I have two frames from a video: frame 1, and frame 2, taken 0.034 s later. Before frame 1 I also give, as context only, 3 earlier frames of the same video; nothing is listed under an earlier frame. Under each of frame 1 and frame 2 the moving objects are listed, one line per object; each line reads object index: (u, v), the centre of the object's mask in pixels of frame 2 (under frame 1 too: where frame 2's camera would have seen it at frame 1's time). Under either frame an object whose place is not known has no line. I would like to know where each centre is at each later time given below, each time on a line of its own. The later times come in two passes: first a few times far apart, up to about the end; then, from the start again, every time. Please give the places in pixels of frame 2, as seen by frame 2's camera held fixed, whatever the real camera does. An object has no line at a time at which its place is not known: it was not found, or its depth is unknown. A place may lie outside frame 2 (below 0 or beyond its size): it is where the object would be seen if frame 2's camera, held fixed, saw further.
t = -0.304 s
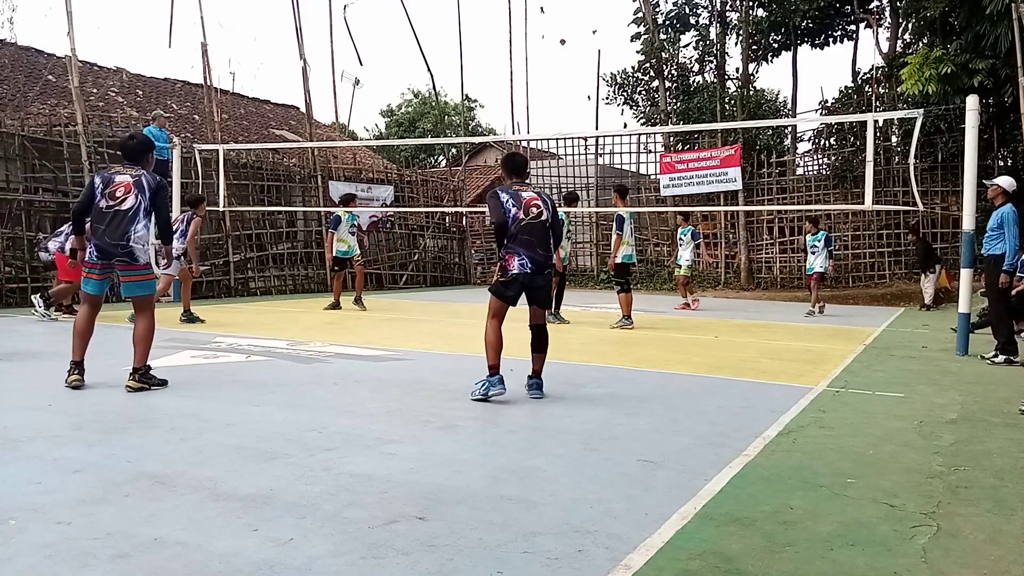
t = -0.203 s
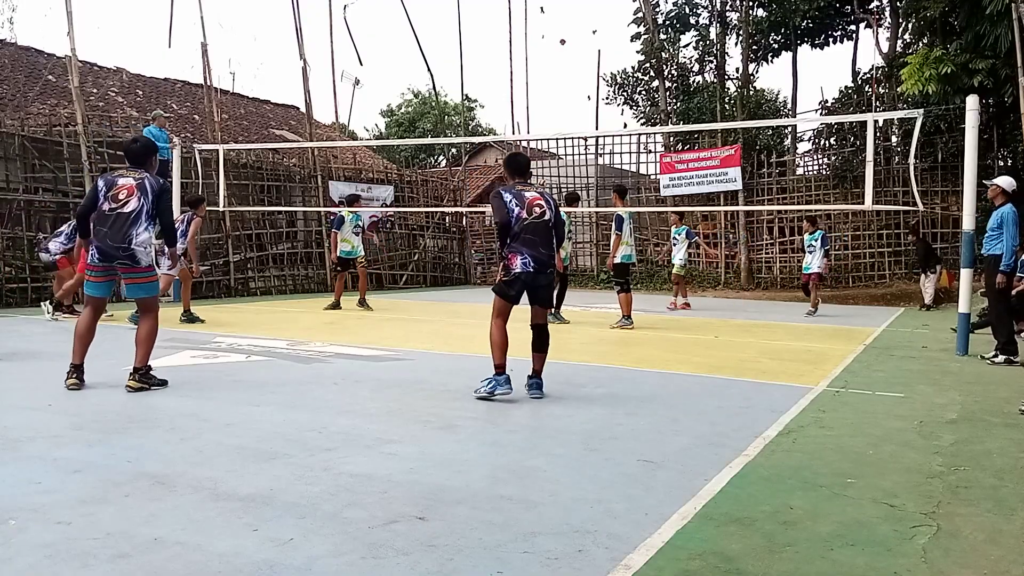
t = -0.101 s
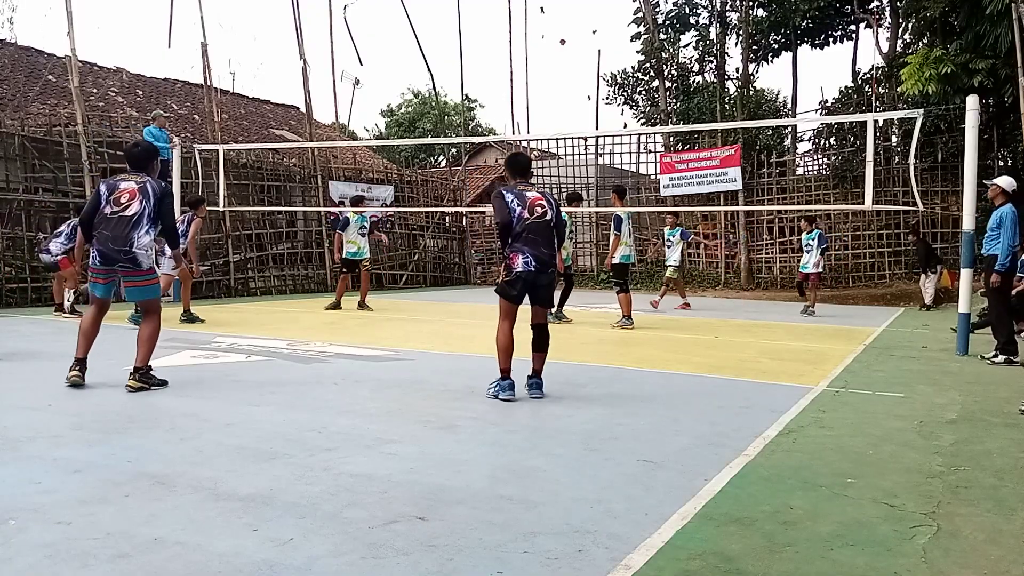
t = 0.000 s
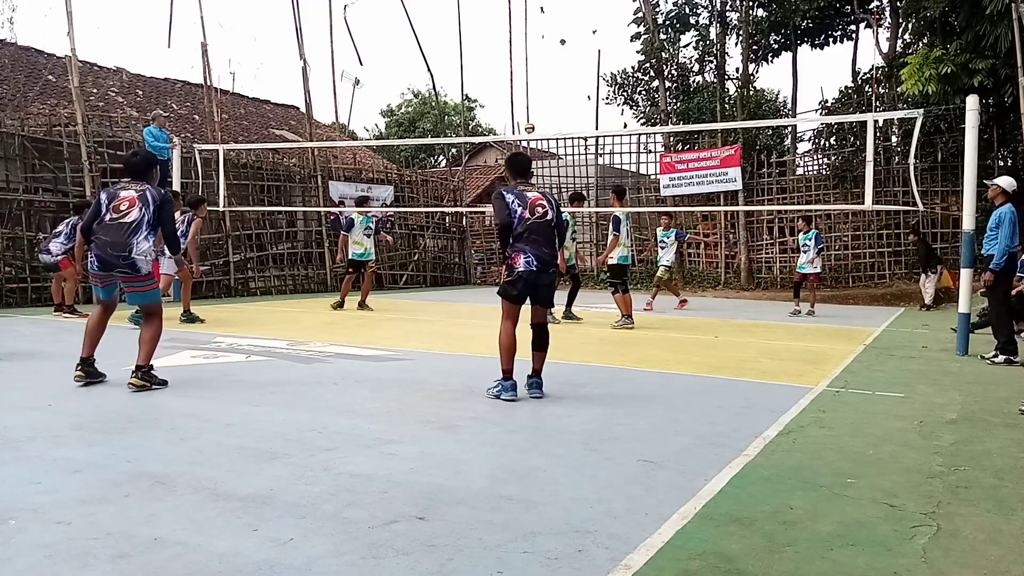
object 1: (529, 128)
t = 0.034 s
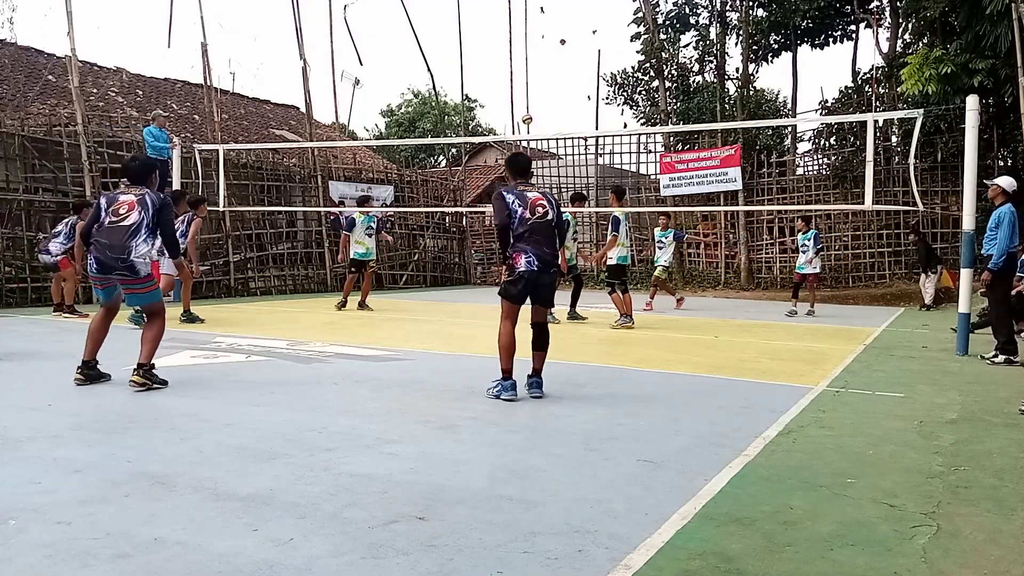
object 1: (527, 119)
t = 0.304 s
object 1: (500, 58)
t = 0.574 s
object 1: (463, 24)
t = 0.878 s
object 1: (395, 57)
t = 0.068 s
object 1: (524, 111)
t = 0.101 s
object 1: (522, 102)
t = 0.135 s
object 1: (518, 94)
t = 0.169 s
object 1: (515, 86)
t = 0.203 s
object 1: (512, 78)
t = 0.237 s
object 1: (508, 71)
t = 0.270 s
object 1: (504, 65)
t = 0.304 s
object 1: (500, 58)
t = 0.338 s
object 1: (496, 52)
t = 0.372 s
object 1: (492, 47)
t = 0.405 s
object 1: (488, 41)
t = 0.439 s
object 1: (483, 37)
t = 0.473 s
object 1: (479, 33)
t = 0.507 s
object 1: (474, 29)
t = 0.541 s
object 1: (469, 26)
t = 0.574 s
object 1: (463, 24)
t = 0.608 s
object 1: (458, 23)
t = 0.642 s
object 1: (452, 23)
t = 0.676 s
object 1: (446, 24)
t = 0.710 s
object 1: (439, 25)
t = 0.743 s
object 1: (432, 29)
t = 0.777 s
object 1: (424, 33)
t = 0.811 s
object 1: (415, 39)
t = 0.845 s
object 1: (405, 47)
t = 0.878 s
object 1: (395, 57)
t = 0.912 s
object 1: (384, 69)
